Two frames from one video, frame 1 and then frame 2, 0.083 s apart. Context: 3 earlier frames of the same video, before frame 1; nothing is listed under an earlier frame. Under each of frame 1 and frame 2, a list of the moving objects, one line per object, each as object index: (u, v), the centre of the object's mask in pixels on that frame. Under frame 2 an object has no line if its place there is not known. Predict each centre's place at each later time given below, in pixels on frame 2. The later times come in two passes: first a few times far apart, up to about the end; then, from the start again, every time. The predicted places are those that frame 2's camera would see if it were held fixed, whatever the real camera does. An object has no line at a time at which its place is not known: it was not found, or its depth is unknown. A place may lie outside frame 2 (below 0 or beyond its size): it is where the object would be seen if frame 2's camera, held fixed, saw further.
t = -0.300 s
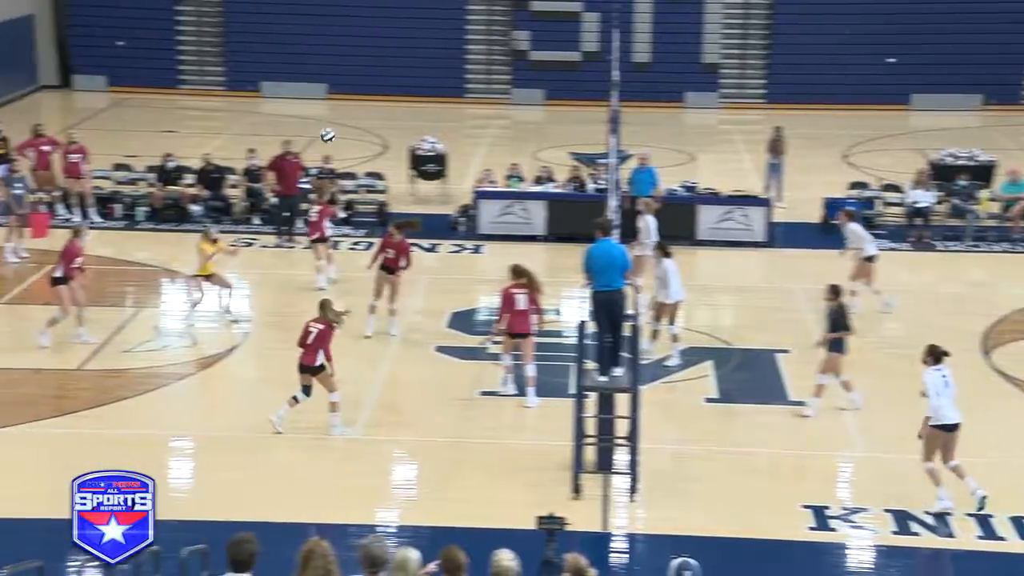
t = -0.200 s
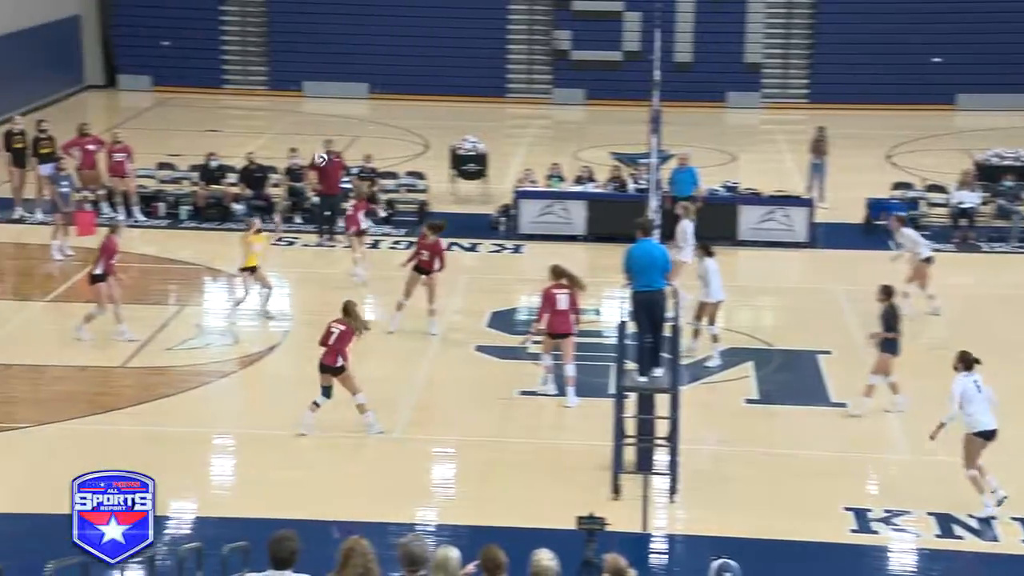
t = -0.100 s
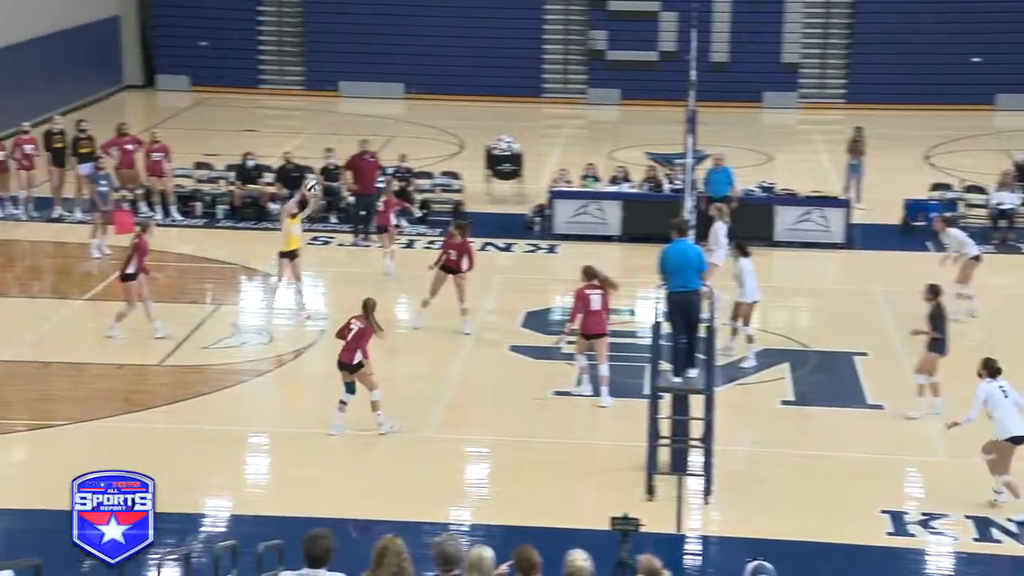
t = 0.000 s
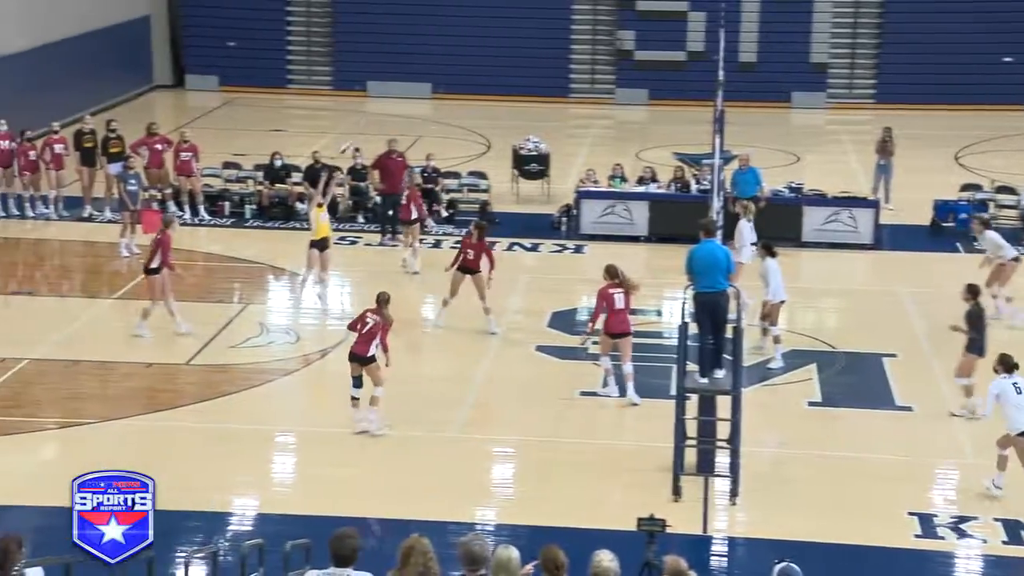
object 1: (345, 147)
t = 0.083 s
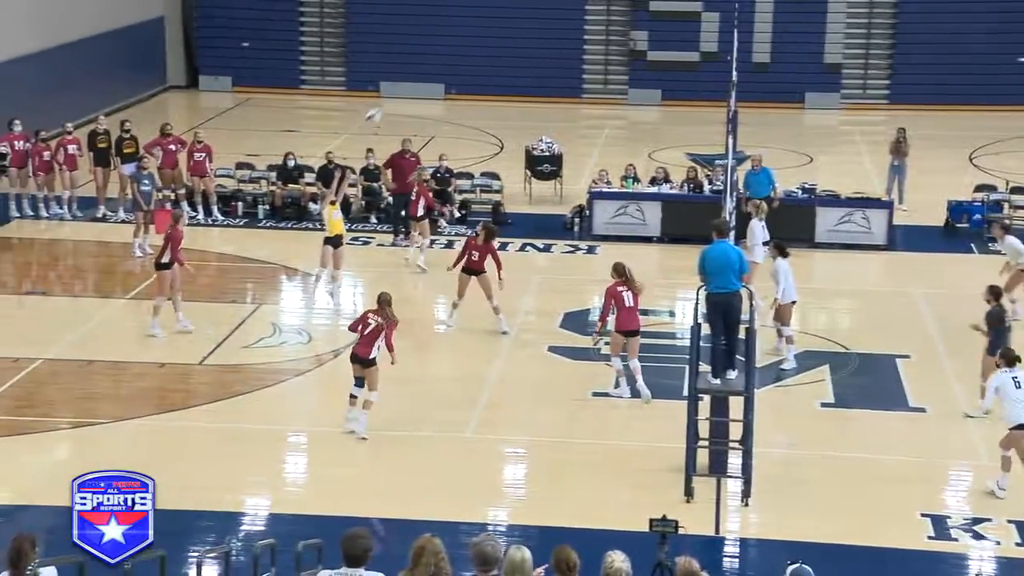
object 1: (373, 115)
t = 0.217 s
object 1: (396, 70)
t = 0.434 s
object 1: (436, 22)
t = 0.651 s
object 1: (474, 6)
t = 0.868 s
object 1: (512, 21)
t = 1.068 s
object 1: (544, 65)
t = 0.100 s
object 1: (374, 109)
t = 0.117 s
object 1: (376, 104)
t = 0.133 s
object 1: (382, 96)
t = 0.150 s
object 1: (385, 90)
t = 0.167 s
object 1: (387, 85)
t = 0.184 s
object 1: (391, 79)
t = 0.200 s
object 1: (393, 75)
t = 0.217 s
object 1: (396, 70)
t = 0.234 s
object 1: (400, 65)
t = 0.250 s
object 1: (403, 60)
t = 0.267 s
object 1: (406, 56)
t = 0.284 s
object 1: (408, 52)
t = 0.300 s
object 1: (412, 49)
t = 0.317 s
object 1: (415, 44)
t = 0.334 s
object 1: (418, 40)
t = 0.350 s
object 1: (422, 37)
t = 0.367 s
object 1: (424, 34)
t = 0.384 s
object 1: (427, 31)
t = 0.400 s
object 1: (430, 27)
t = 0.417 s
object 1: (433, 24)
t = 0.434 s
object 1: (436, 22)
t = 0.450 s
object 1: (439, 20)
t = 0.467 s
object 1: (442, 18)
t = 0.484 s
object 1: (445, 16)
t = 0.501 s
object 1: (448, 13)
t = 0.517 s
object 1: (451, 12)
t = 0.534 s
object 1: (454, 10)
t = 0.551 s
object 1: (457, 9)
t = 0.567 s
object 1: (459, 9)
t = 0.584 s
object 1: (462, 7)
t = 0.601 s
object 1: (465, 7)
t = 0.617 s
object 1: (468, 7)
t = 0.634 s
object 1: (472, 6)
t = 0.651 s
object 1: (474, 6)
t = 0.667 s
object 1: (477, 6)
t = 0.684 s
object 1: (480, 6)
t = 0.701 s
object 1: (483, 7)
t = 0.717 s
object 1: (486, 7)
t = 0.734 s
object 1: (489, 8)
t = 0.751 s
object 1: (492, 9)
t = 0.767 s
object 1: (495, 10)
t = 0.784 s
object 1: (498, 11)
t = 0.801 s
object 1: (501, 13)
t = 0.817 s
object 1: (503, 15)
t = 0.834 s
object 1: (506, 17)
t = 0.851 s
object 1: (509, 19)
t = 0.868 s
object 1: (512, 21)
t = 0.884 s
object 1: (515, 24)
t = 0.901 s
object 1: (517, 27)
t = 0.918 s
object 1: (520, 30)
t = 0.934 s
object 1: (523, 32)
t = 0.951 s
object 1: (526, 36)
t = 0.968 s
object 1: (528, 39)
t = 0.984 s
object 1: (531, 43)
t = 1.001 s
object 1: (533, 47)
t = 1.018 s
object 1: (536, 51)
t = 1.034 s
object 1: (539, 55)
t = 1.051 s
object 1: (542, 59)
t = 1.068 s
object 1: (544, 65)
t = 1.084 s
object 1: (547, 68)
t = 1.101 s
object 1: (549, 73)
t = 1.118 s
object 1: (552, 78)
